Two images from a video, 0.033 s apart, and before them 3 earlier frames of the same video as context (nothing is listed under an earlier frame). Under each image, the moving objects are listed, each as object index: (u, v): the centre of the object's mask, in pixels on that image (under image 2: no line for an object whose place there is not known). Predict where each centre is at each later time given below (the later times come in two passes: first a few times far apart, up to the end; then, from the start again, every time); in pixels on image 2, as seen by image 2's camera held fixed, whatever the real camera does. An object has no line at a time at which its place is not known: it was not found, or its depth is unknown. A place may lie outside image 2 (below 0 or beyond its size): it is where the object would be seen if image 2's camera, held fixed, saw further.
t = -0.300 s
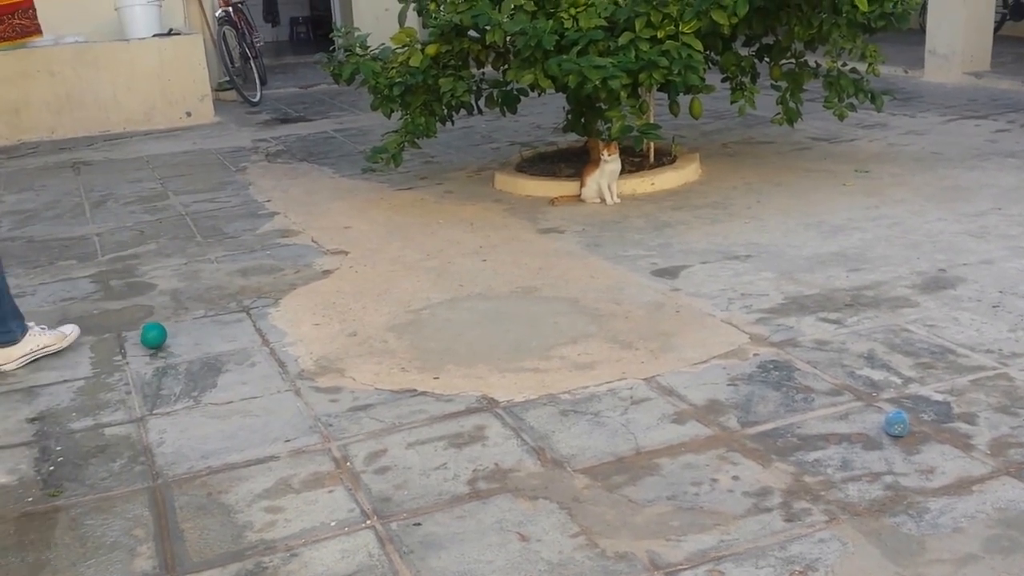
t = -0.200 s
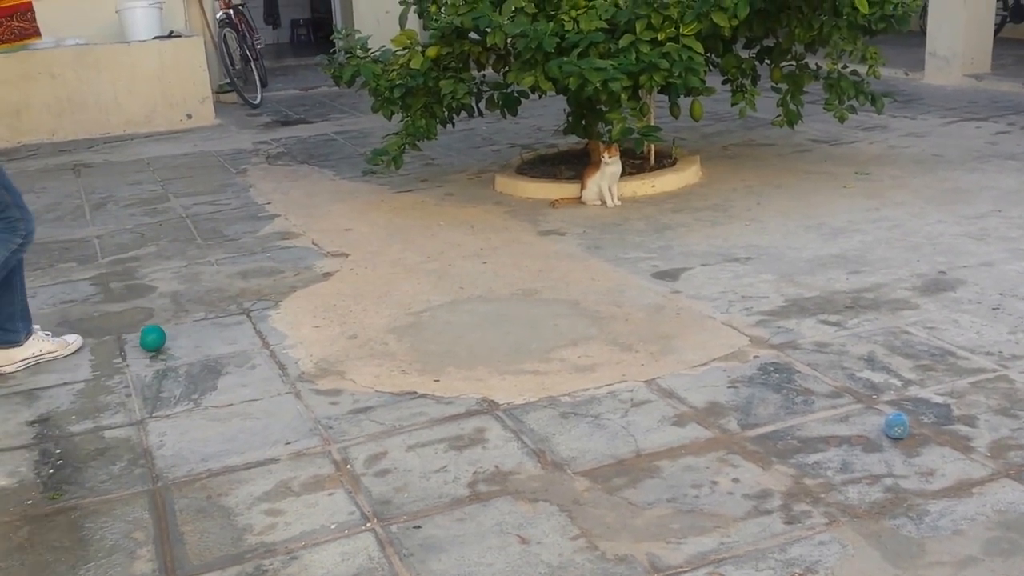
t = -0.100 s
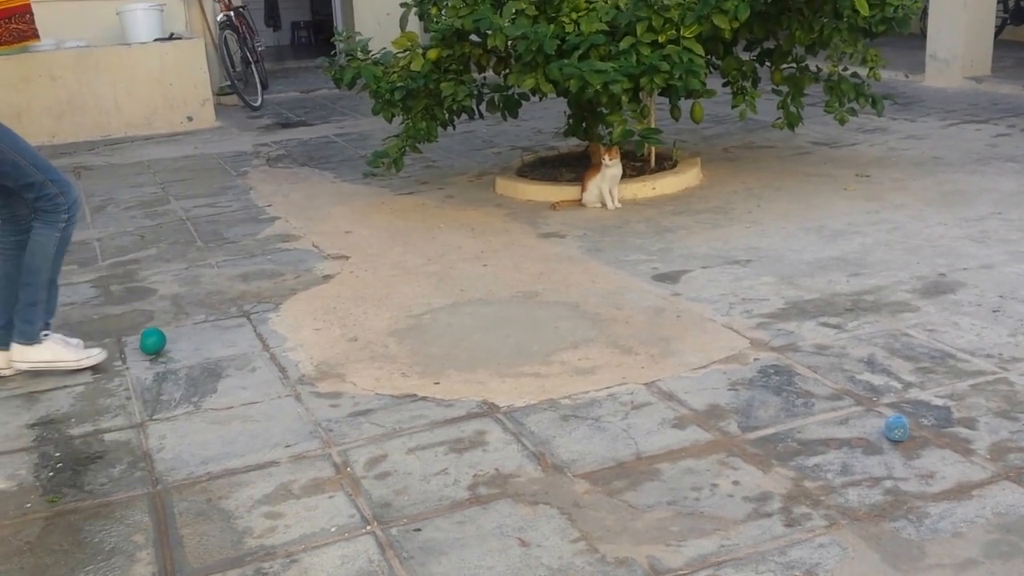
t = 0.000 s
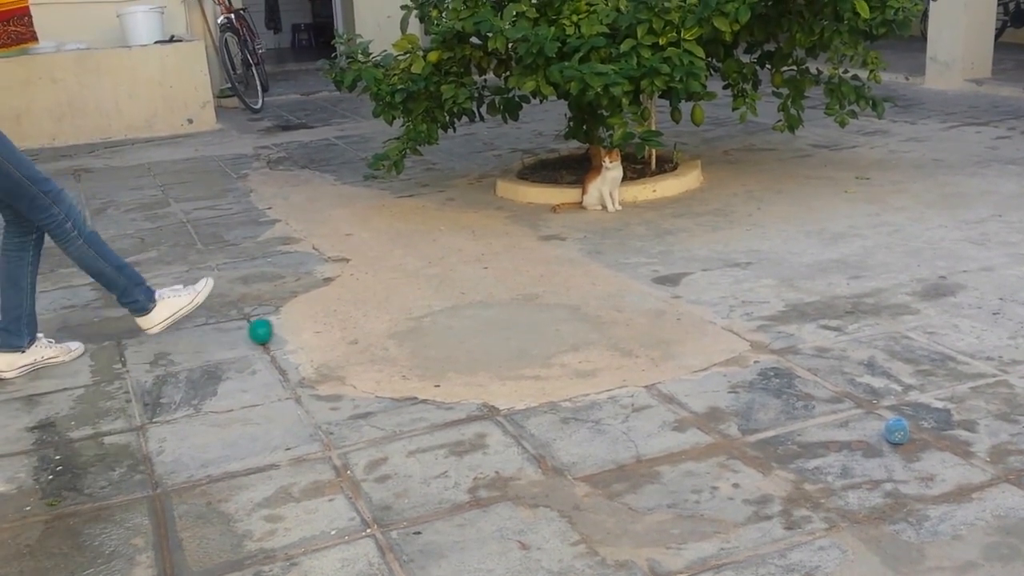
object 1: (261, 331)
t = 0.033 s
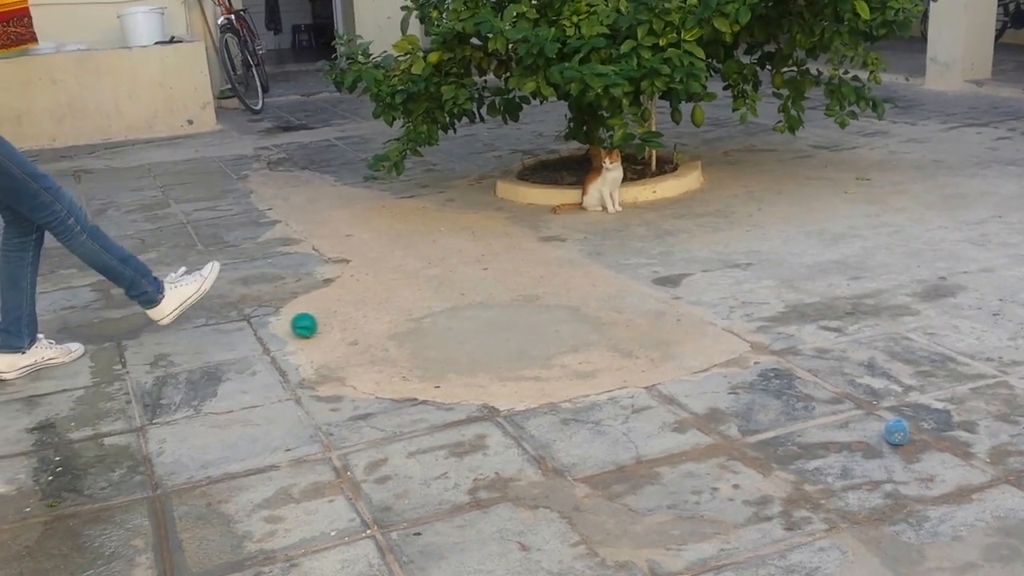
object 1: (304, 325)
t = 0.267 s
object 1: (550, 296)
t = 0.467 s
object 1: (688, 281)
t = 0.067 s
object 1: (346, 321)
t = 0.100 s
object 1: (386, 313)
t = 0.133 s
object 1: (424, 311)
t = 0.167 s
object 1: (458, 306)
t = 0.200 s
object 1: (491, 302)
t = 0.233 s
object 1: (523, 300)
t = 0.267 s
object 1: (550, 296)
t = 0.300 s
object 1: (576, 293)
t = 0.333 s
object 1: (604, 291)
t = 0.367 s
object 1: (626, 288)
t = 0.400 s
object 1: (646, 285)
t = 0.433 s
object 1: (668, 285)
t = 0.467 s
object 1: (688, 281)
